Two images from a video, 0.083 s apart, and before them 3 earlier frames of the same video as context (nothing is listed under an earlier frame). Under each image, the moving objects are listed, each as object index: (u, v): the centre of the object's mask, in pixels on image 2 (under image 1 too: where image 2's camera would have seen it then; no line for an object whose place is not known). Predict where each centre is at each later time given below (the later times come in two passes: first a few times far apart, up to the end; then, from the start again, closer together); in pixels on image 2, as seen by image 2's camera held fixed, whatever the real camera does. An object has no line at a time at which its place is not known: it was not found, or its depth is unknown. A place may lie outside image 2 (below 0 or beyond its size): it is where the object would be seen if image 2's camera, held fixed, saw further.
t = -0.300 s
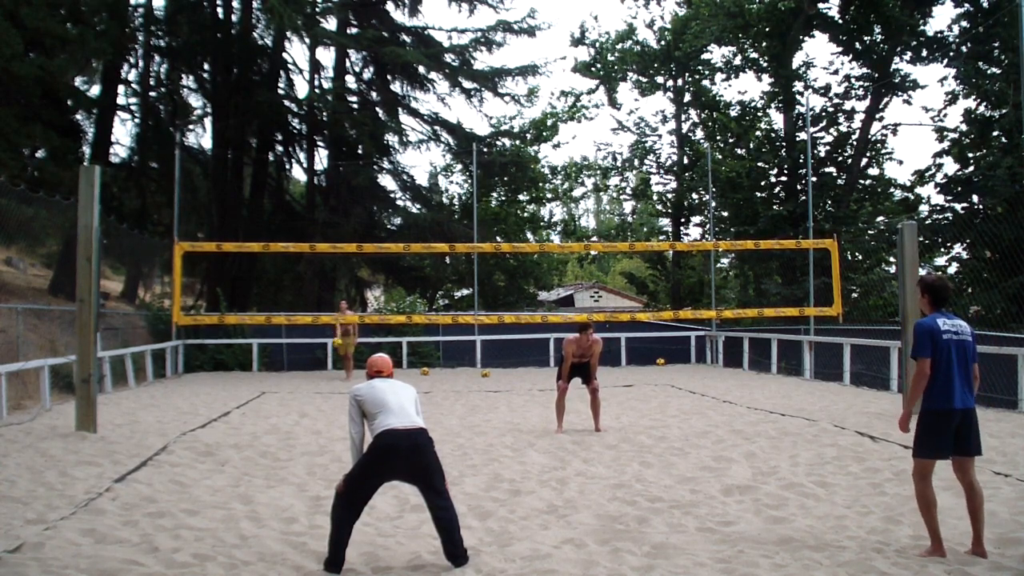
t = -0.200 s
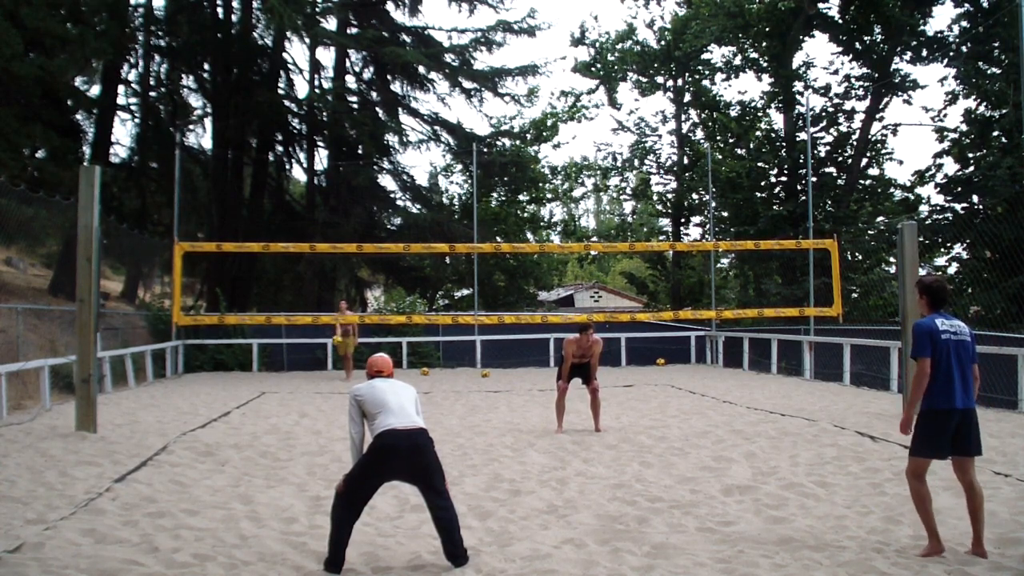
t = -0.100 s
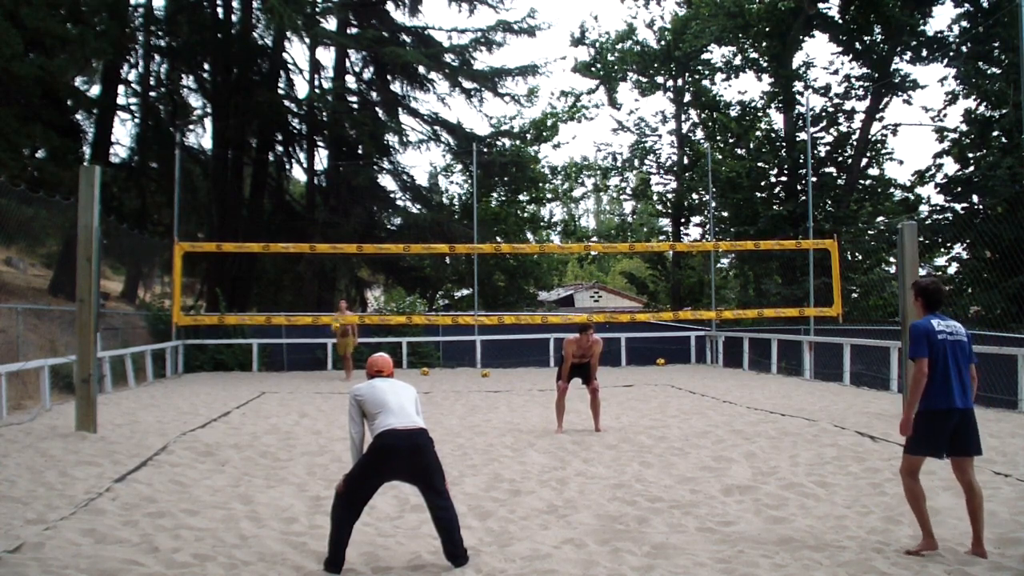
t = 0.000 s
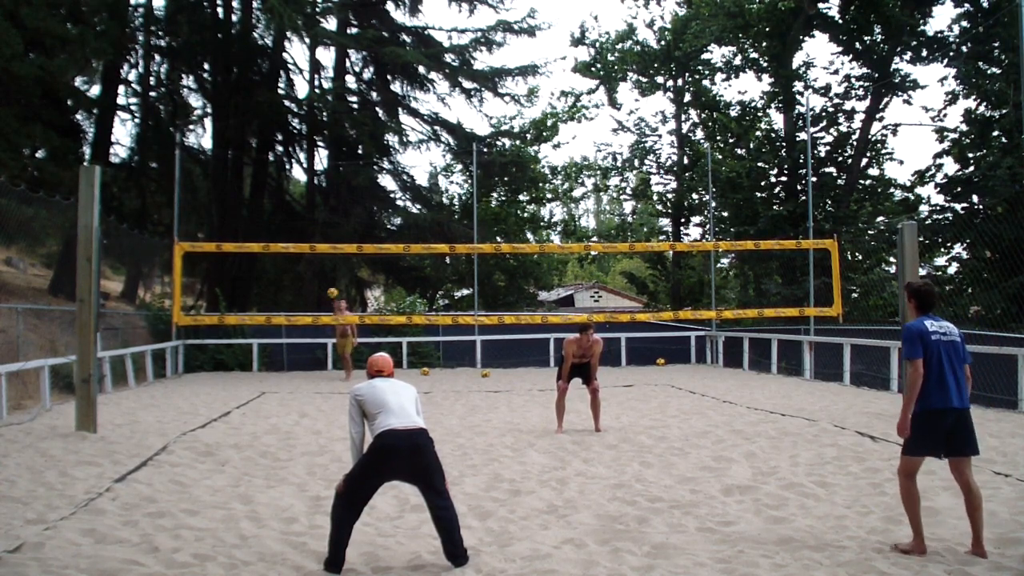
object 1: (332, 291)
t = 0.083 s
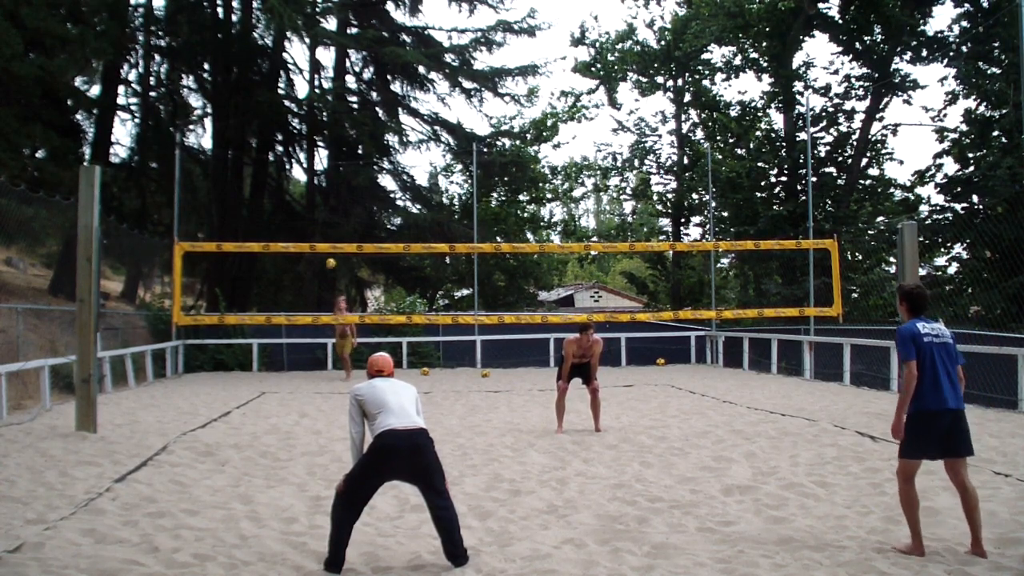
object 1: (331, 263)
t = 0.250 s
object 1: (326, 214)
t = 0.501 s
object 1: (322, 164)
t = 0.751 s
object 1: (315, 141)
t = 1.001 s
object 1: (311, 146)
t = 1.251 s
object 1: (306, 180)
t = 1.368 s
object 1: (303, 205)
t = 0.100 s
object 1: (330, 257)
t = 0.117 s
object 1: (330, 254)
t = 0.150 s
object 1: (328, 239)
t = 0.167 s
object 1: (328, 236)
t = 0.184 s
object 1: (328, 231)
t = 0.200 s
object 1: (328, 227)
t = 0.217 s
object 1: (327, 222)
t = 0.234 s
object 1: (326, 218)
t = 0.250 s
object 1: (326, 214)
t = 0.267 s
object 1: (326, 210)
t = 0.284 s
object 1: (326, 205)
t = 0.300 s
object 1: (326, 201)
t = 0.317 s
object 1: (325, 198)
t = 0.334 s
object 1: (325, 194)
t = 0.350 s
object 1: (325, 191)
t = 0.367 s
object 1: (325, 187)
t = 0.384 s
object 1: (324, 184)
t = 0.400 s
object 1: (324, 180)
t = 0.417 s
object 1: (324, 178)
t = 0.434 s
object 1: (323, 174)
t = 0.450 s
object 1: (323, 172)
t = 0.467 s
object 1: (323, 170)
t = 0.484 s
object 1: (322, 167)
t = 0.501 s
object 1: (322, 164)
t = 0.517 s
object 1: (321, 162)
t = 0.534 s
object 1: (322, 160)
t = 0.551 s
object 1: (320, 158)
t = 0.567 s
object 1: (319, 156)
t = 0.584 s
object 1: (318, 153)
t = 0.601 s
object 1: (319, 151)
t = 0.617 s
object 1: (319, 150)
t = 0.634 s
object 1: (318, 148)
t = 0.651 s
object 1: (318, 147)
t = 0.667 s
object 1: (317, 146)
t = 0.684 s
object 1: (316, 144)
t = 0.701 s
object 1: (316, 143)
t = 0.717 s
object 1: (316, 142)
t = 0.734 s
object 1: (316, 142)
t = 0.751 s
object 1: (315, 141)
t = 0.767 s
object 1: (315, 141)
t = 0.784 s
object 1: (315, 141)
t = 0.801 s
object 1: (314, 140)
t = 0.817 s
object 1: (314, 140)
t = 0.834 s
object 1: (314, 140)
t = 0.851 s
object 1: (314, 140)
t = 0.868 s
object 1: (313, 140)
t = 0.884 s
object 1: (313, 140)
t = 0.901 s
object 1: (312, 141)
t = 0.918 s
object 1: (312, 141)
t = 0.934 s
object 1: (312, 142)
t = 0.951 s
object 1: (312, 143)
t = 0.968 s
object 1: (311, 144)
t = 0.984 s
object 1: (311, 145)
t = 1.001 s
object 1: (311, 146)
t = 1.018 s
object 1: (310, 148)
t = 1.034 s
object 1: (310, 149)
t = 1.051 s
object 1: (310, 151)
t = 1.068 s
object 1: (310, 152)
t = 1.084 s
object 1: (309, 154)
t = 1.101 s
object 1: (310, 156)
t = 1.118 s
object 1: (310, 158)
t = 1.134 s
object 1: (309, 160)
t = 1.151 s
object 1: (308, 163)
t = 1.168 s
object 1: (307, 165)
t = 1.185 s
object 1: (307, 168)
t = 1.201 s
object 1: (307, 171)
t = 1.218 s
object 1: (307, 173)
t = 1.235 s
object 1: (306, 177)
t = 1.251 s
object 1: (306, 180)
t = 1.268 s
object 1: (306, 184)
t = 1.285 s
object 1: (305, 186)
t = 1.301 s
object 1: (305, 190)
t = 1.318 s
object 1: (304, 193)
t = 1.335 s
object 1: (304, 198)
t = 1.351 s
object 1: (303, 201)
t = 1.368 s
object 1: (303, 205)
